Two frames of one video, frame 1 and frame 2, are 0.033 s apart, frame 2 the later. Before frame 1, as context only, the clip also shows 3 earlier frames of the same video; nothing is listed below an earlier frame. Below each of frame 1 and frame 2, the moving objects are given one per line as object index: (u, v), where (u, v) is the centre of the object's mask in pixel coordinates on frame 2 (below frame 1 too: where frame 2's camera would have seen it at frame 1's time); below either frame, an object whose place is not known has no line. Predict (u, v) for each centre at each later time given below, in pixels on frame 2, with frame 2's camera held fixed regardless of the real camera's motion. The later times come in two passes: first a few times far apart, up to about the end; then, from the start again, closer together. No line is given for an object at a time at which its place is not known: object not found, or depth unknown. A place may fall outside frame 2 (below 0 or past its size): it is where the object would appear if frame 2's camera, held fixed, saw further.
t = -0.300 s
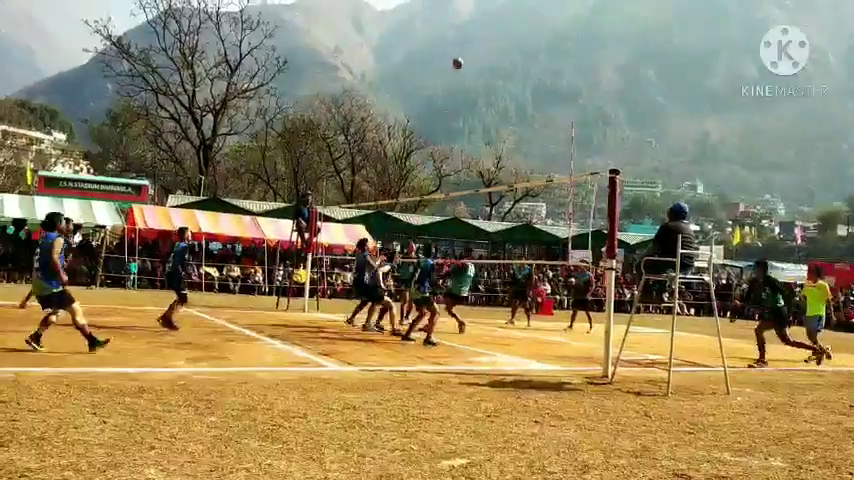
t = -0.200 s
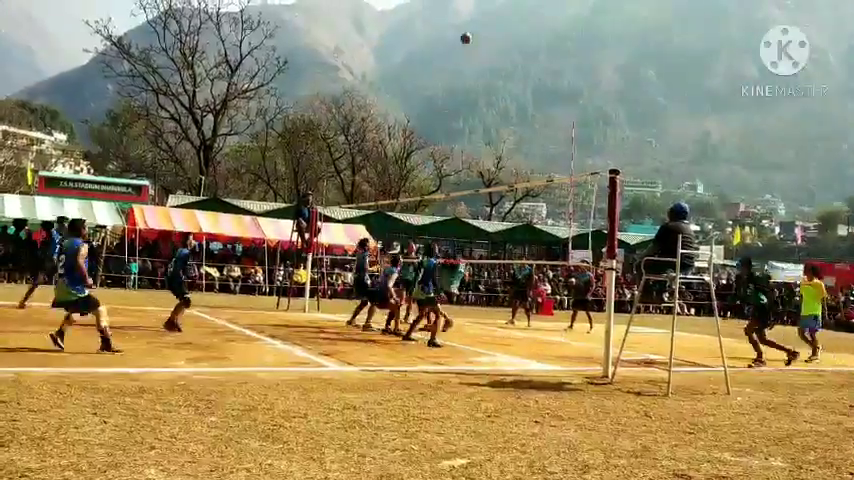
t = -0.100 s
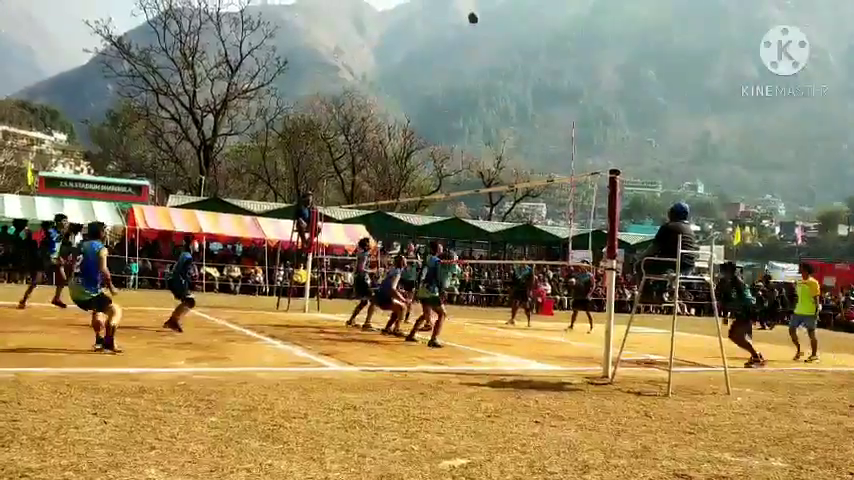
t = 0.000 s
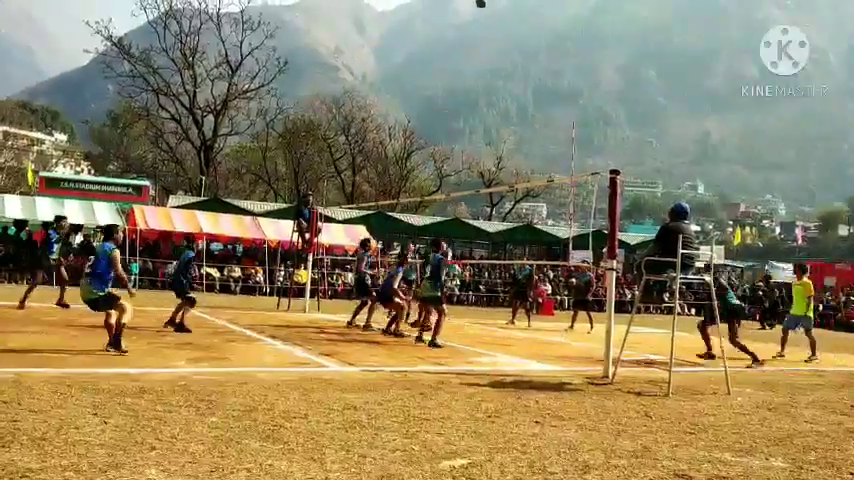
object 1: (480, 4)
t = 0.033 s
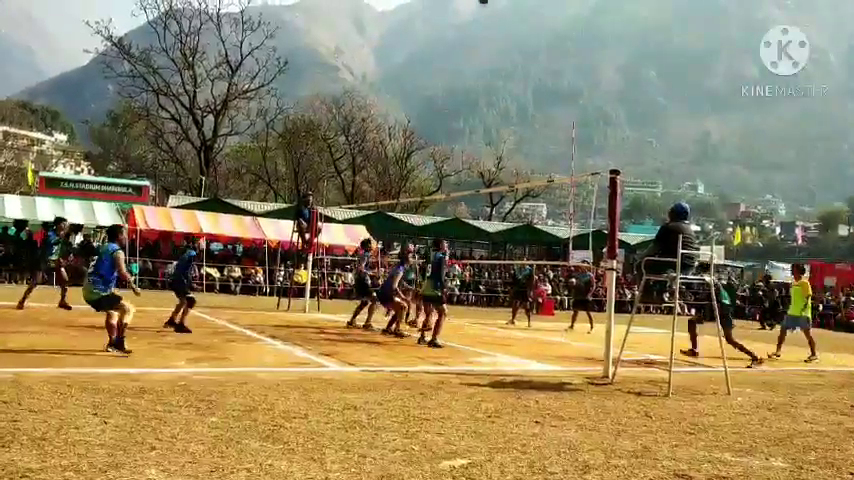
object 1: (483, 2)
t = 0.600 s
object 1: (520, 20)
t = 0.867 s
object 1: (534, 96)
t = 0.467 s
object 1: (512, 2)
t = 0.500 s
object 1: (515, 4)
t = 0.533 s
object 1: (516, 8)
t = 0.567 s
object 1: (518, 14)
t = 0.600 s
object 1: (520, 20)
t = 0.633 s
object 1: (522, 27)
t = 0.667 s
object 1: (524, 35)
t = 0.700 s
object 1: (525, 43)
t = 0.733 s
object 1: (527, 53)
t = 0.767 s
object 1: (529, 62)
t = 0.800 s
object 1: (530, 72)
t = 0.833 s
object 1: (532, 84)
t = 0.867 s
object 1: (534, 96)
